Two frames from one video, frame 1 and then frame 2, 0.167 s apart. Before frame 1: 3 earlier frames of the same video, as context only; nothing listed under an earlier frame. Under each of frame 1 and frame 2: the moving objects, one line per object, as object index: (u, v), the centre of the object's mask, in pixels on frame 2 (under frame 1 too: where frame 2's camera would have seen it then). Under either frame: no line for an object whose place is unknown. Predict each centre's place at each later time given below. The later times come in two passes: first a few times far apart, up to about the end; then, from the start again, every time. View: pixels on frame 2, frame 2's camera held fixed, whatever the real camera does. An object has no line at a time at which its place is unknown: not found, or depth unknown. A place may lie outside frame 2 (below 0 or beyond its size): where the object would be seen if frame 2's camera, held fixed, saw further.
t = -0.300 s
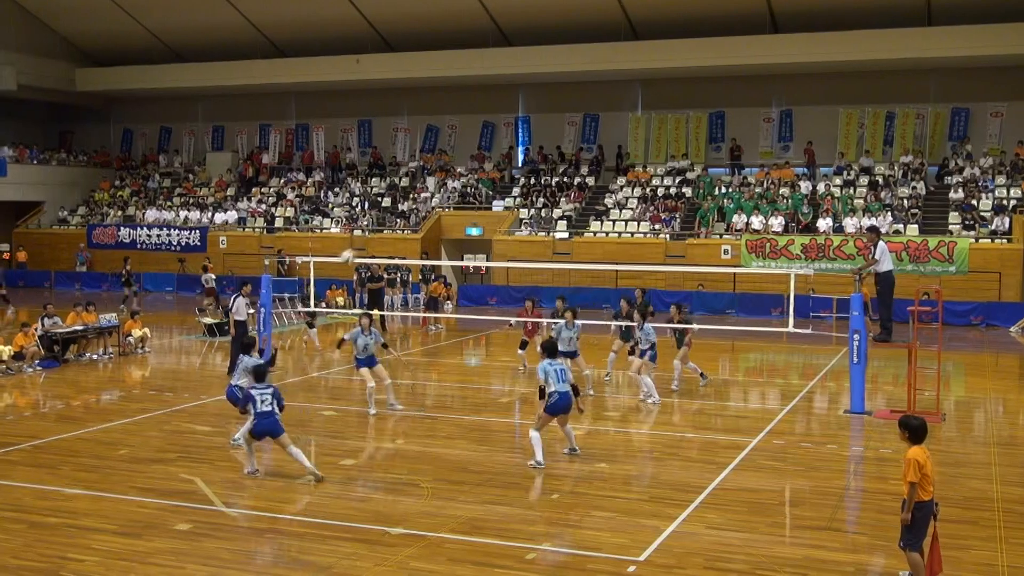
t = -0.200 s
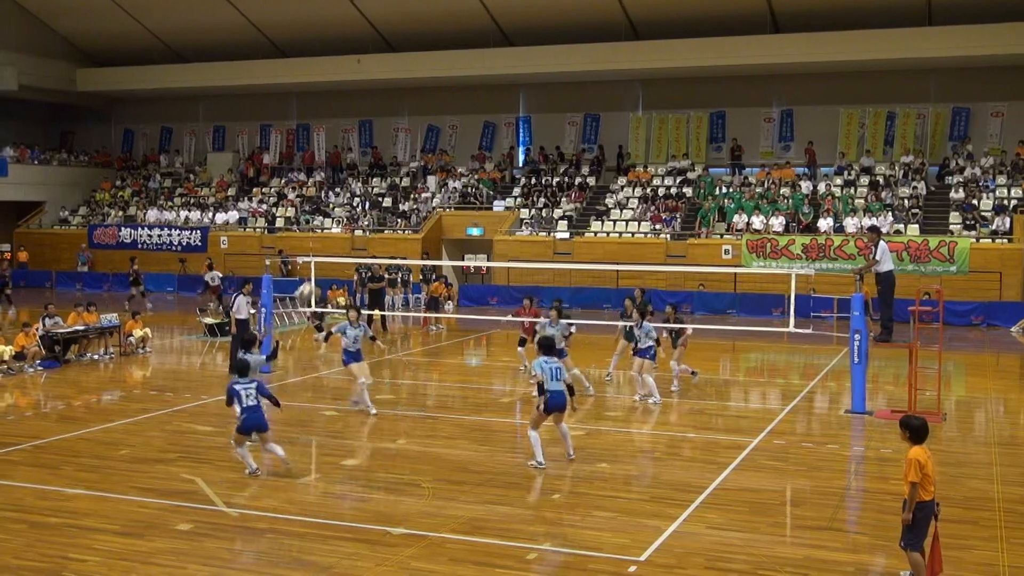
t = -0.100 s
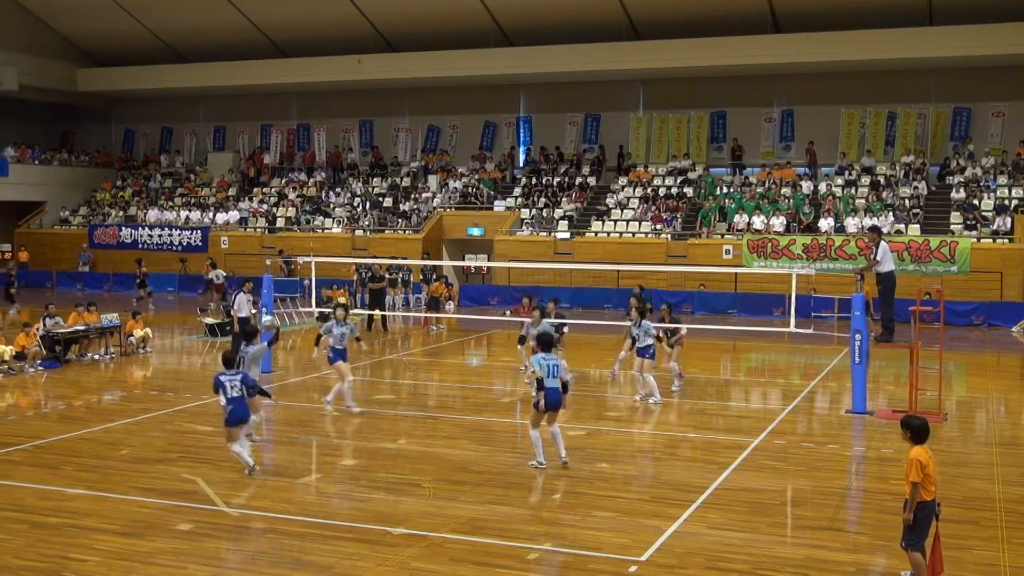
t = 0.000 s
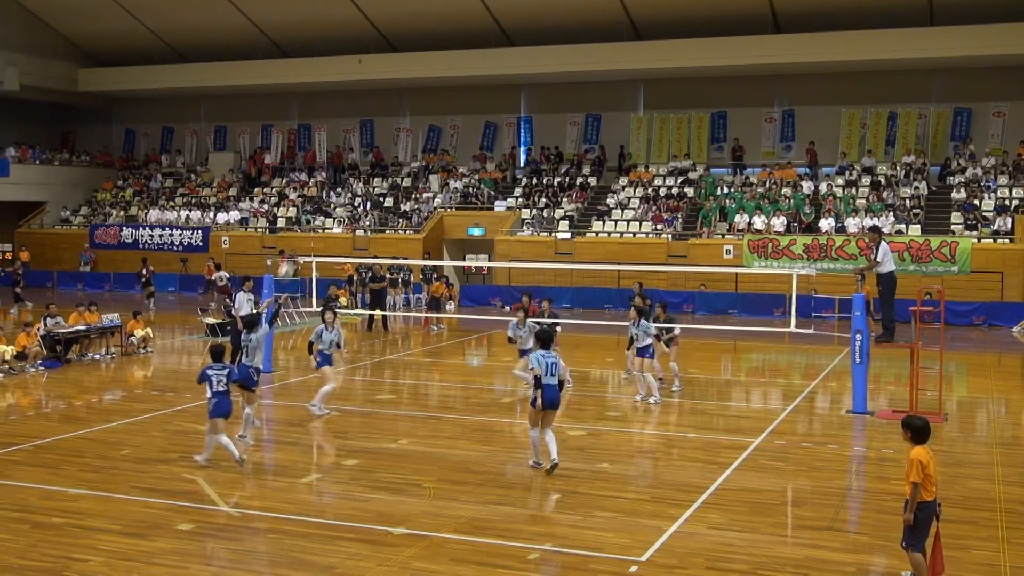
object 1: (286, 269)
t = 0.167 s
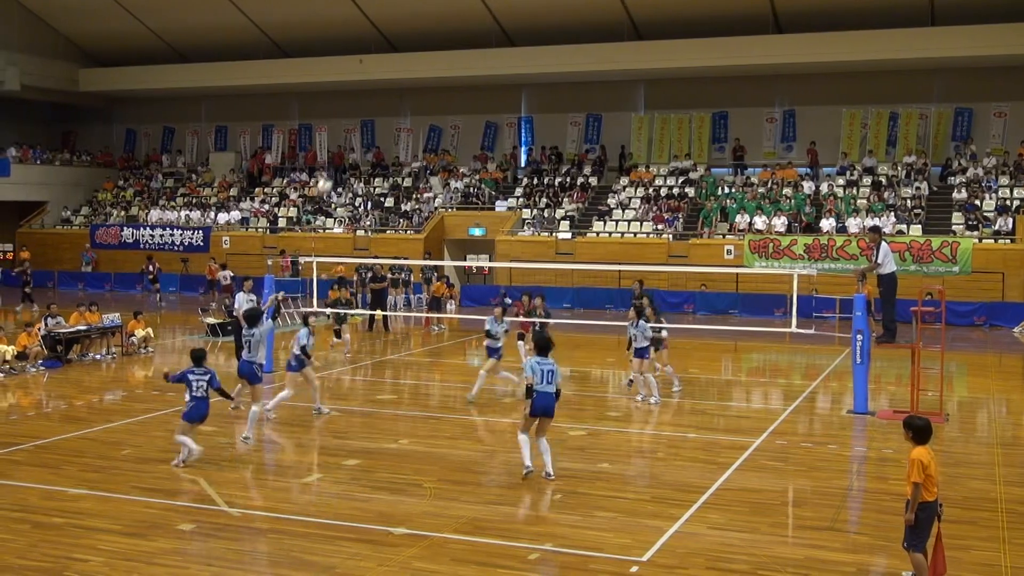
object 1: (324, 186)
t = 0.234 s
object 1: (338, 160)
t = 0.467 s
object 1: (386, 92)
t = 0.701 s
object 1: (429, 65)
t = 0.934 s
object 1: (470, 77)
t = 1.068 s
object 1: (492, 99)
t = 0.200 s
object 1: (331, 173)
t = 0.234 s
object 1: (338, 160)
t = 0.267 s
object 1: (346, 147)
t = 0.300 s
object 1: (352, 135)
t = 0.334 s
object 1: (359, 125)
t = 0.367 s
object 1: (366, 116)
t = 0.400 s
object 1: (372, 107)
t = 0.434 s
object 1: (379, 99)
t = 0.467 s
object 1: (386, 92)
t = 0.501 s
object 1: (392, 86)
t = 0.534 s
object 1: (398, 80)
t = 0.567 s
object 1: (404, 76)
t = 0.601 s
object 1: (411, 72)
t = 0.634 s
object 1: (417, 68)
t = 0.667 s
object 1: (423, 66)
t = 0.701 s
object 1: (429, 65)
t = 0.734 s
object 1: (436, 64)
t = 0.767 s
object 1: (442, 65)
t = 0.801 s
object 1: (447, 65)
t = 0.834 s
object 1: (453, 66)
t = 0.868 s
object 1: (458, 70)
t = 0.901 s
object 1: (464, 73)
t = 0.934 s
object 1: (470, 77)
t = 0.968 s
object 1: (476, 82)
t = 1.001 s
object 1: (481, 87)
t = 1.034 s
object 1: (487, 93)
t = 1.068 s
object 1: (492, 99)
